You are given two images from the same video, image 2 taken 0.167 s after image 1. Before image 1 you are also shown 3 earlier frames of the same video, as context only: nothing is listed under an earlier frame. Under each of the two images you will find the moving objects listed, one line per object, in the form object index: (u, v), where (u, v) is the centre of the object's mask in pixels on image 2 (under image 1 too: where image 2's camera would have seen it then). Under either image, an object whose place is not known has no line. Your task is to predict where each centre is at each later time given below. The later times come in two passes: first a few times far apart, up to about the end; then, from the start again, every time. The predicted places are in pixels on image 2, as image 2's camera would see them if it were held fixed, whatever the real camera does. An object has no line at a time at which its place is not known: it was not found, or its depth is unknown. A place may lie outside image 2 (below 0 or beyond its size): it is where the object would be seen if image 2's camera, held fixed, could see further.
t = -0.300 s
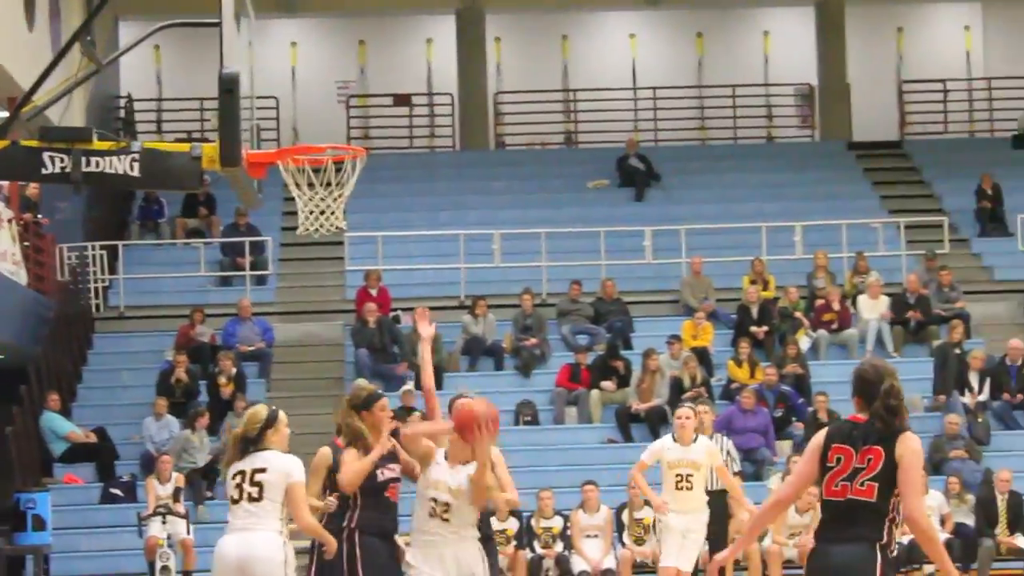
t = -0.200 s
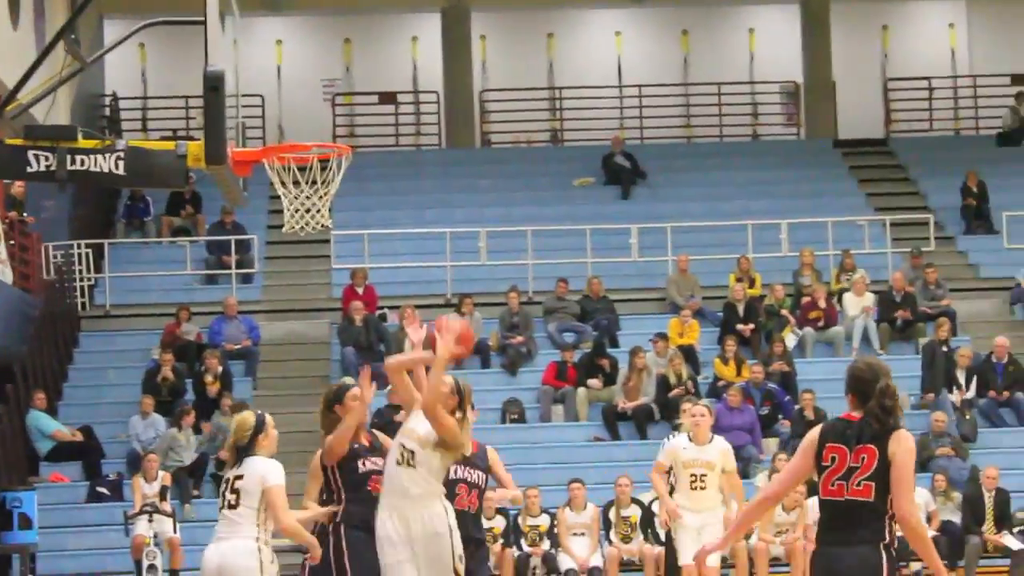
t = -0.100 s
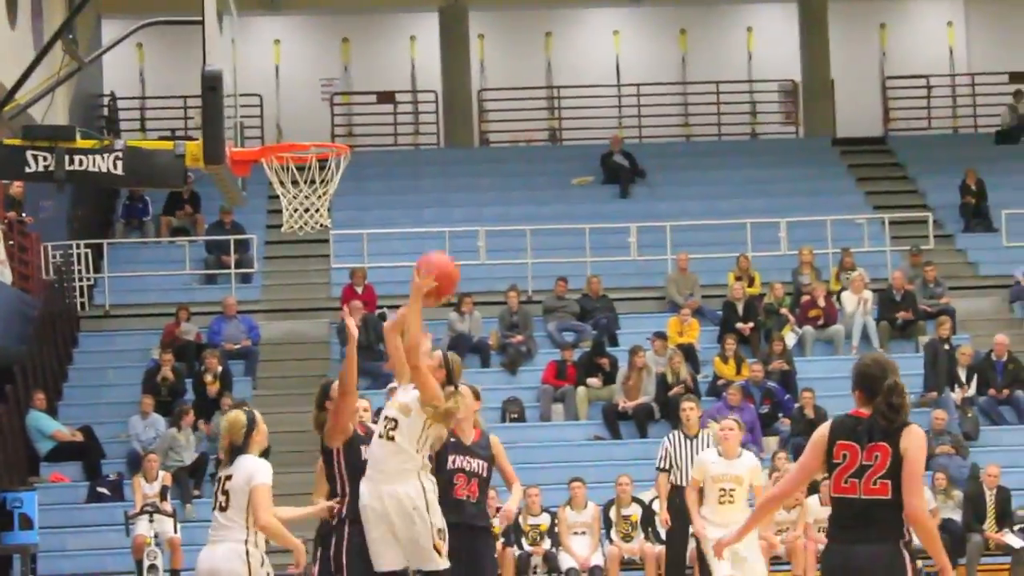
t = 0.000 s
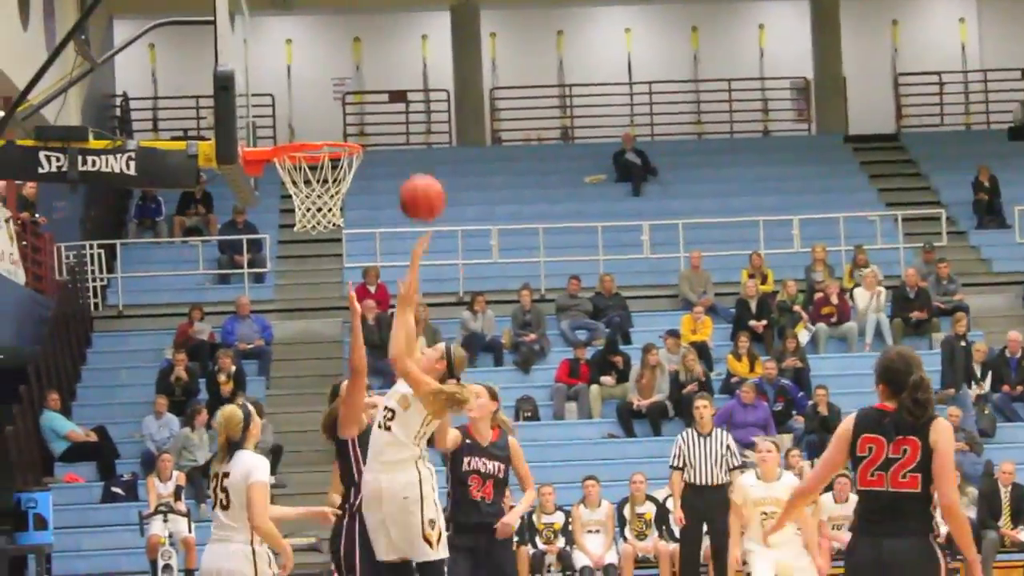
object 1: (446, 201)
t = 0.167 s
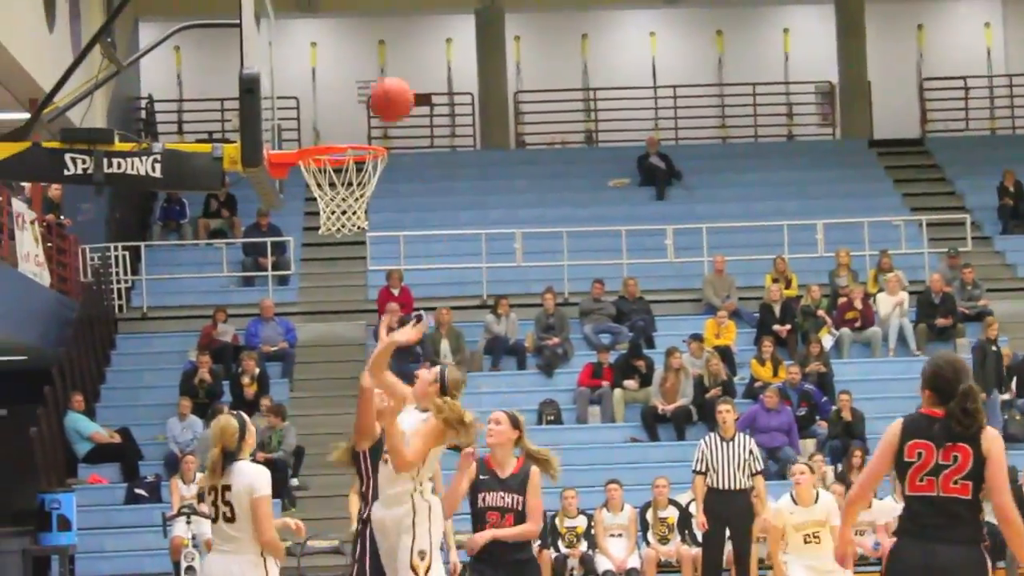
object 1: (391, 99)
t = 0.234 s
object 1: (370, 74)
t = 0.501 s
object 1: (292, 56)
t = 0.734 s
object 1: (341, 132)
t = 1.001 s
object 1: (367, 201)
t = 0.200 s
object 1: (381, 86)
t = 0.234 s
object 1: (370, 74)
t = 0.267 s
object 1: (360, 65)
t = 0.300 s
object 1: (350, 57)
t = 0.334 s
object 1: (340, 52)
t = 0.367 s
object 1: (330, 49)
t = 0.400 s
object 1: (320, 47)
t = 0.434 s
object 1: (311, 48)
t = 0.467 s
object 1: (301, 52)
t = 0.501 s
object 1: (292, 56)
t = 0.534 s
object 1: (289, 62)
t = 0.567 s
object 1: (298, 70)
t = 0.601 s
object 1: (307, 80)
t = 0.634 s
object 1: (316, 92)
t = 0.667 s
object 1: (324, 106)
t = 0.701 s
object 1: (333, 121)
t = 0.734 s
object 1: (341, 132)
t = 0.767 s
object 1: (358, 156)
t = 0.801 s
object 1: (361, 178)
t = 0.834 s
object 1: (369, 193)
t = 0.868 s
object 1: (372, 196)
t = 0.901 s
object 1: (371, 194)
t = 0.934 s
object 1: (370, 195)
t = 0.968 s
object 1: (369, 197)
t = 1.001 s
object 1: (367, 201)
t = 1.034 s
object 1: (365, 207)
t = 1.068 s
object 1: (363, 216)
